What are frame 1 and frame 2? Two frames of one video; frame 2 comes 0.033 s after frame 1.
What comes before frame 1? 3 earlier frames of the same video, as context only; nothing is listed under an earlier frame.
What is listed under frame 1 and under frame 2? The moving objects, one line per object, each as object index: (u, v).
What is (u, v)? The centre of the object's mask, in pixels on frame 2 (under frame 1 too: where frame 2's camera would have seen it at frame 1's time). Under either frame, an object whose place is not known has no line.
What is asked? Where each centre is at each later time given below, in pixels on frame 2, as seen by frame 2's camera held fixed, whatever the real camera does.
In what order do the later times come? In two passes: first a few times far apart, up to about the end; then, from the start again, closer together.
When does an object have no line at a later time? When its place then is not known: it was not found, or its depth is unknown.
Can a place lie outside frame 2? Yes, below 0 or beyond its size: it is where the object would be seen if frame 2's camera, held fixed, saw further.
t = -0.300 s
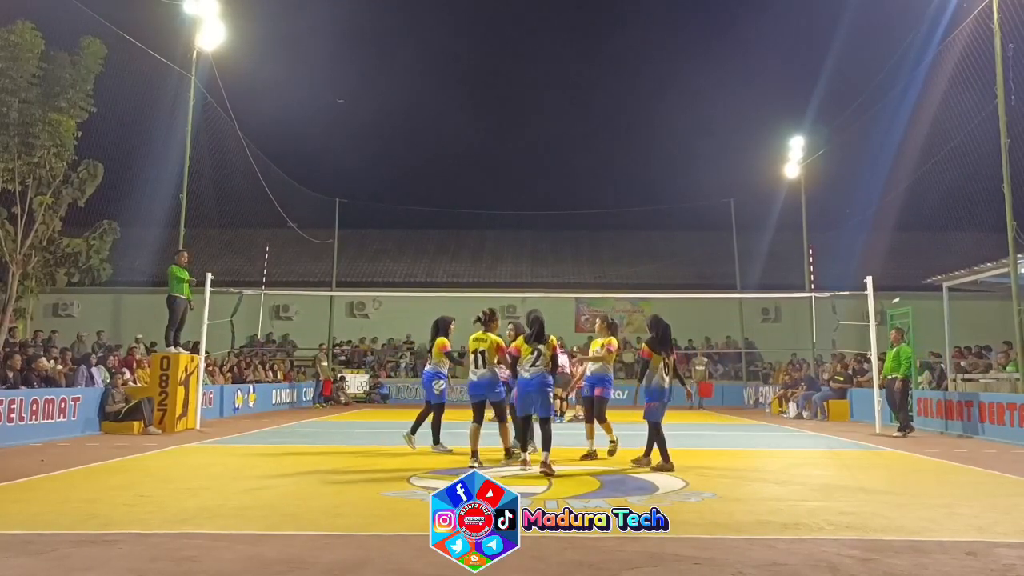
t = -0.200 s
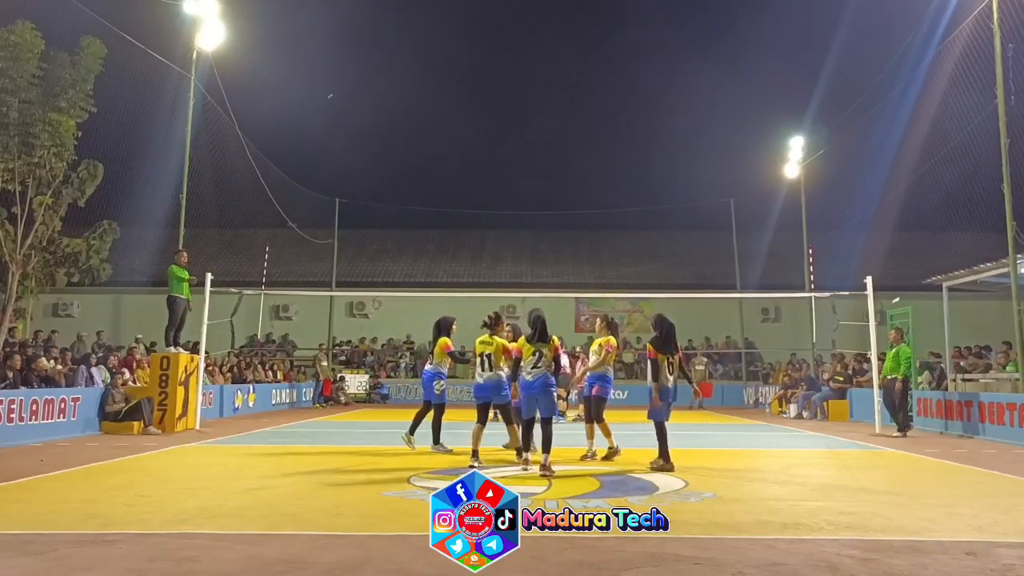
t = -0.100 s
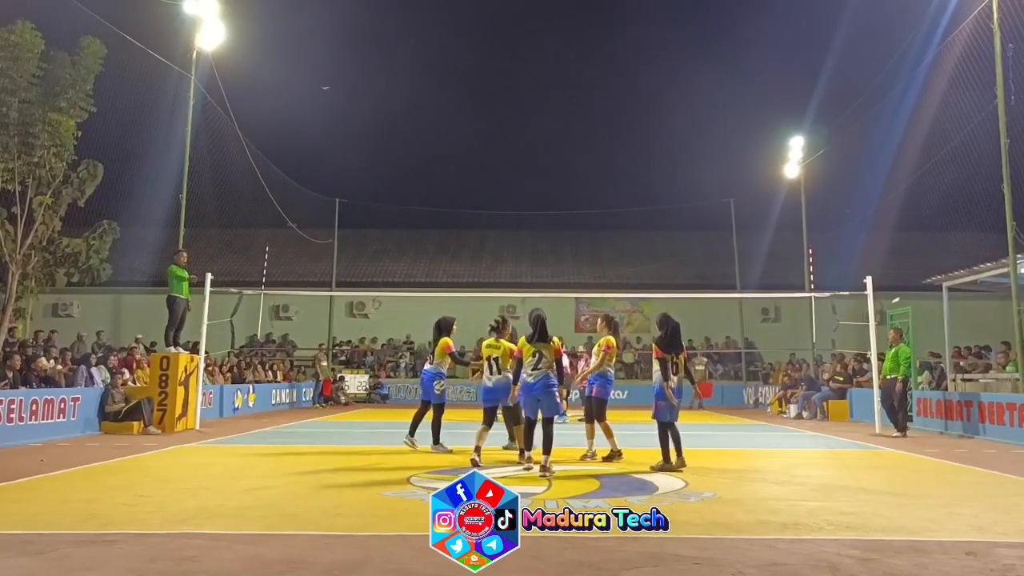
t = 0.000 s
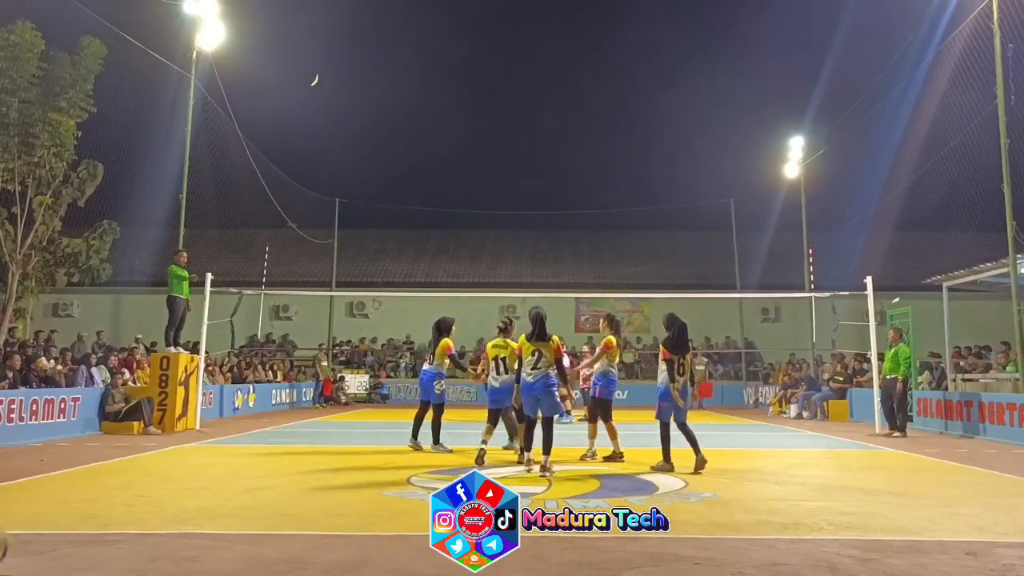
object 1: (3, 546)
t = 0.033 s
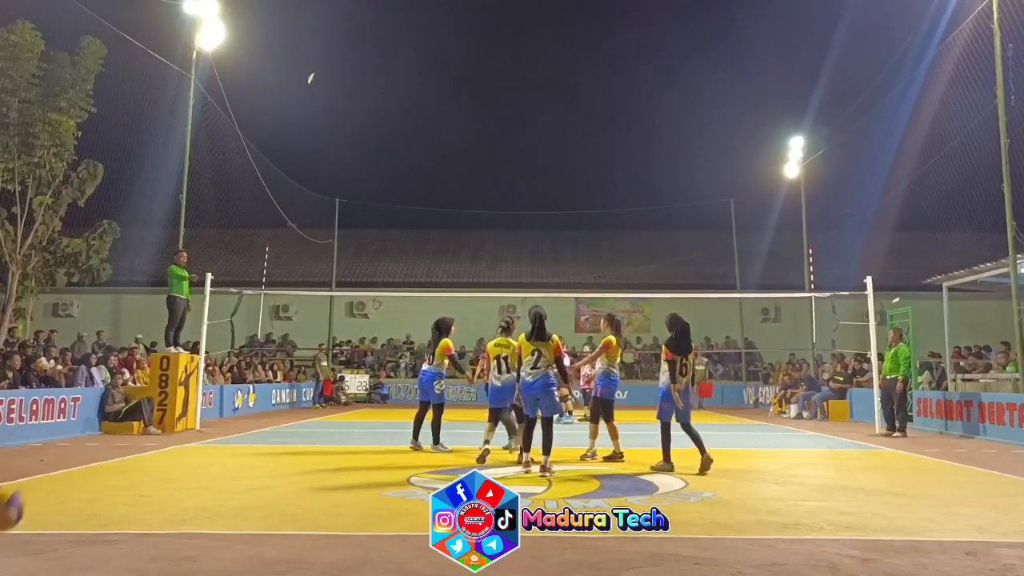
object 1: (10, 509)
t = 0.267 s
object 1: (100, 335)
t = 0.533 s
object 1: (192, 281)
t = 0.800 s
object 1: (275, 366)
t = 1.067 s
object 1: (353, 510)
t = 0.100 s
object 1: (28, 448)
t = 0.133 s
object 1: (44, 419)
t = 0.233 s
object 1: (86, 351)
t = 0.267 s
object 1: (100, 335)
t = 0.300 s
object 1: (111, 322)
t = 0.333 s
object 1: (124, 308)
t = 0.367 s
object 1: (136, 297)
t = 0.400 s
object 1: (148, 290)
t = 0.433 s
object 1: (159, 285)
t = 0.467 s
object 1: (171, 281)
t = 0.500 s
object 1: (182, 280)
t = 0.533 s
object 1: (192, 281)
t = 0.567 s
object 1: (205, 284)
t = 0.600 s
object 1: (215, 289)
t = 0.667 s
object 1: (236, 306)
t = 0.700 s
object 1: (246, 319)
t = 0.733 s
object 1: (256, 334)
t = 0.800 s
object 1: (275, 366)
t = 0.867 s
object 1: (294, 412)
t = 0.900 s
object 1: (302, 436)
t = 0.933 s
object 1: (312, 465)
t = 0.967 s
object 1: (321, 493)
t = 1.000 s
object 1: (331, 528)
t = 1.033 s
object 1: (341, 537)
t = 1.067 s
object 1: (353, 510)
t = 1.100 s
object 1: (365, 485)
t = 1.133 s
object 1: (377, 463)
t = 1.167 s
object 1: (387, 445)
